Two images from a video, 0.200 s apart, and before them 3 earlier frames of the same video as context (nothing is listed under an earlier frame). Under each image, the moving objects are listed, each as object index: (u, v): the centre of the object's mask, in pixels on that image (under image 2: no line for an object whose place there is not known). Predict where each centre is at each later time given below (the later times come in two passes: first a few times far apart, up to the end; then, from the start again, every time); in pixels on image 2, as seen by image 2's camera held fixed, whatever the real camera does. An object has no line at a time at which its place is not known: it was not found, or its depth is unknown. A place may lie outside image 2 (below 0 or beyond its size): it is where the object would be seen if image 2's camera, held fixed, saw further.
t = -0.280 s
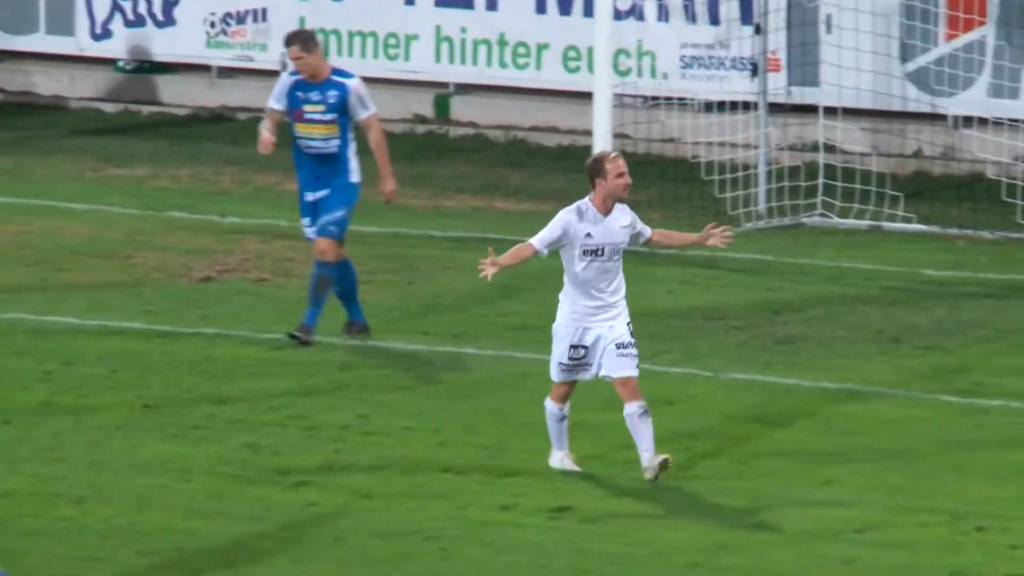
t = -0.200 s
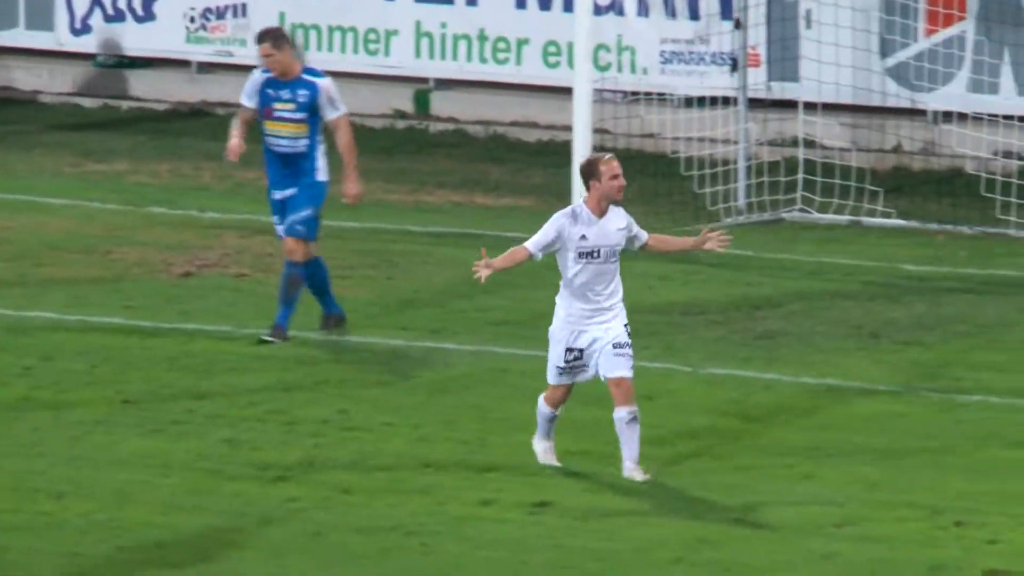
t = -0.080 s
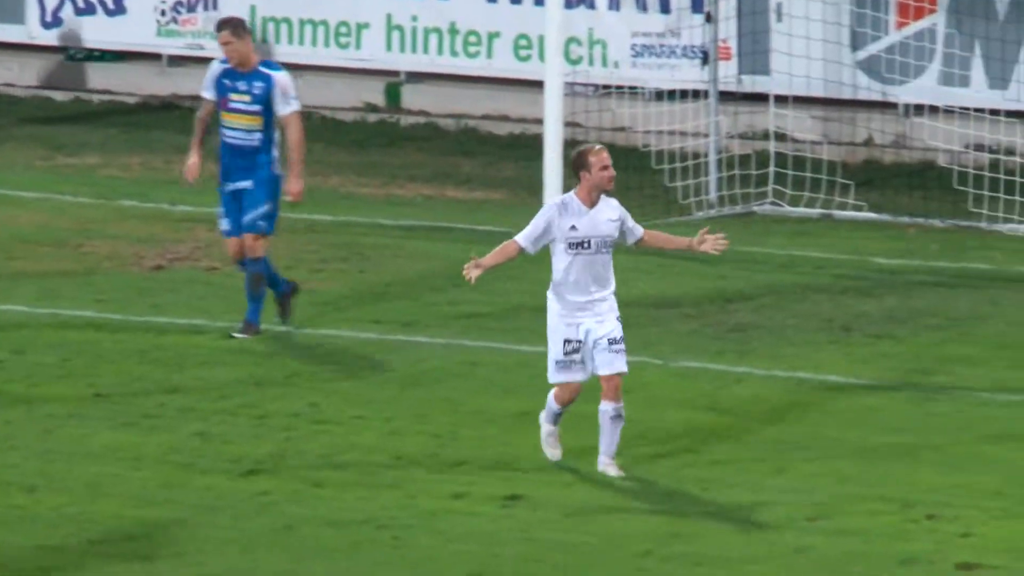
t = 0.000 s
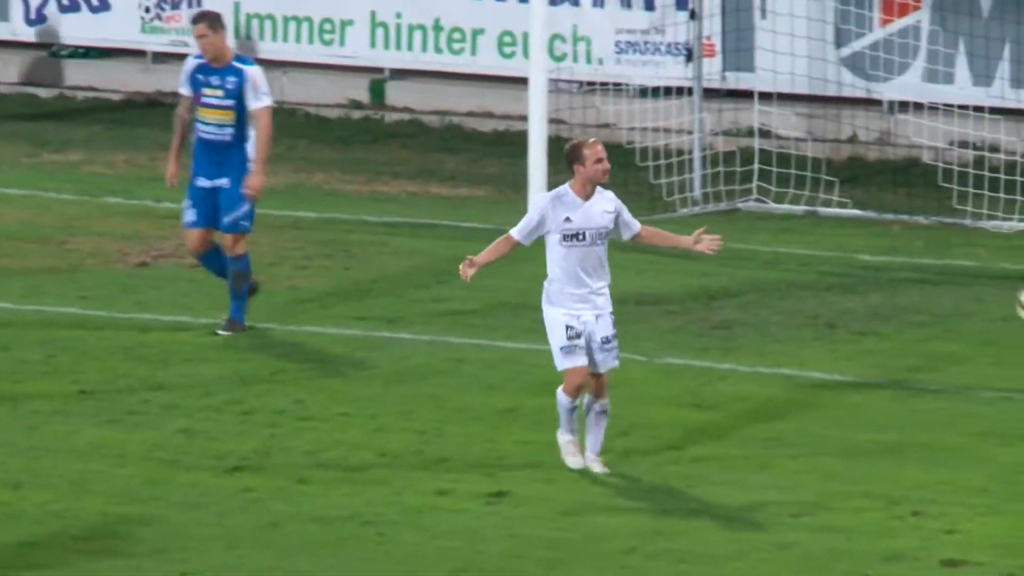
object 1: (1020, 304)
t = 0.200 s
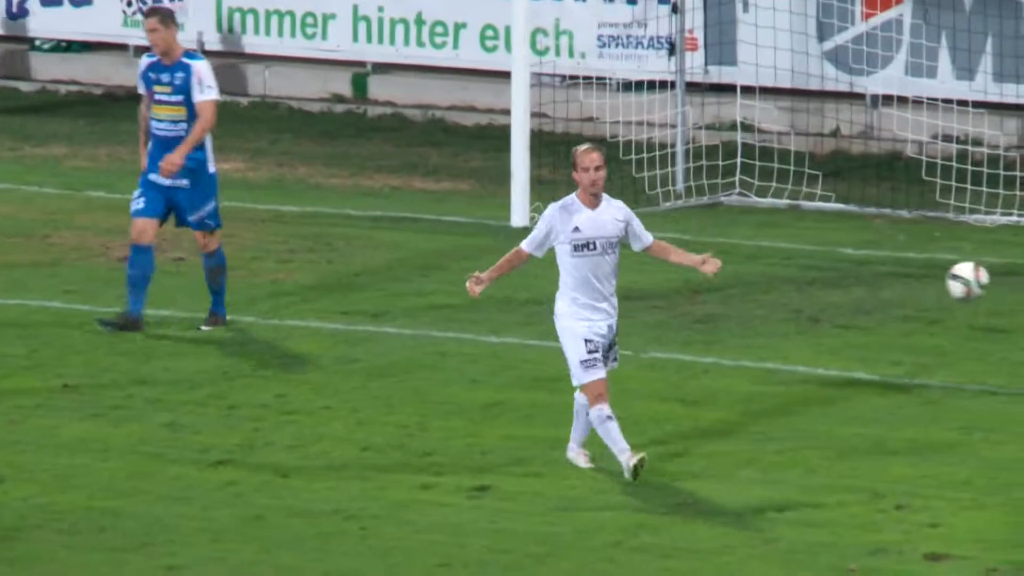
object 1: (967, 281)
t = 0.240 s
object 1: (956, 285)
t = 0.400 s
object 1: (916, 314)
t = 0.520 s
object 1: (899, 310)
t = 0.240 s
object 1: (956, 285)
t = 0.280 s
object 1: (945, 293)
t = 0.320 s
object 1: (934, 305)
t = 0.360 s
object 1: (923, 316)
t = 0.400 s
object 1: (916, 314)
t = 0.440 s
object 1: (911, 311)
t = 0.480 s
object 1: (905, 308)
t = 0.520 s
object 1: (899, 310)
